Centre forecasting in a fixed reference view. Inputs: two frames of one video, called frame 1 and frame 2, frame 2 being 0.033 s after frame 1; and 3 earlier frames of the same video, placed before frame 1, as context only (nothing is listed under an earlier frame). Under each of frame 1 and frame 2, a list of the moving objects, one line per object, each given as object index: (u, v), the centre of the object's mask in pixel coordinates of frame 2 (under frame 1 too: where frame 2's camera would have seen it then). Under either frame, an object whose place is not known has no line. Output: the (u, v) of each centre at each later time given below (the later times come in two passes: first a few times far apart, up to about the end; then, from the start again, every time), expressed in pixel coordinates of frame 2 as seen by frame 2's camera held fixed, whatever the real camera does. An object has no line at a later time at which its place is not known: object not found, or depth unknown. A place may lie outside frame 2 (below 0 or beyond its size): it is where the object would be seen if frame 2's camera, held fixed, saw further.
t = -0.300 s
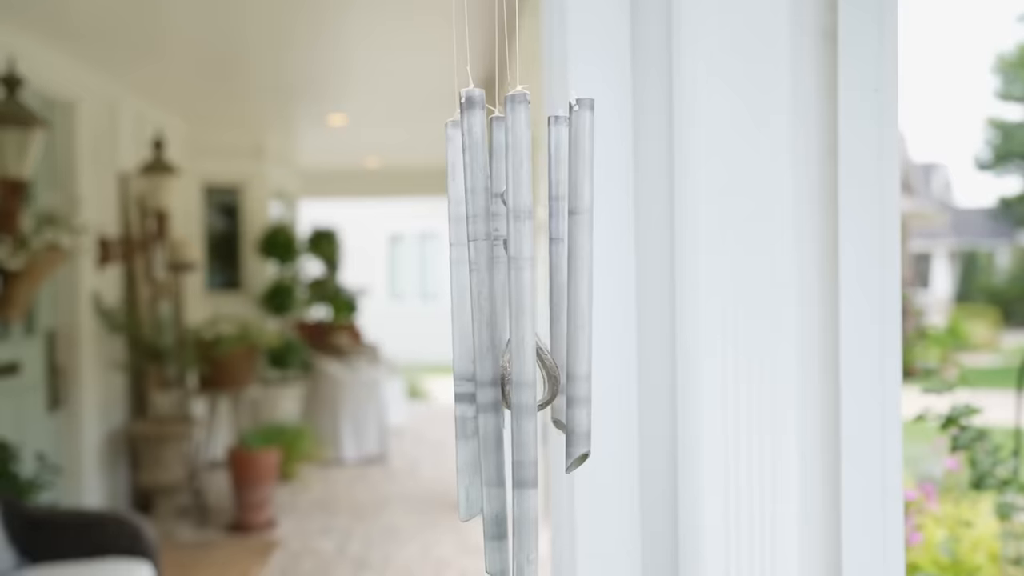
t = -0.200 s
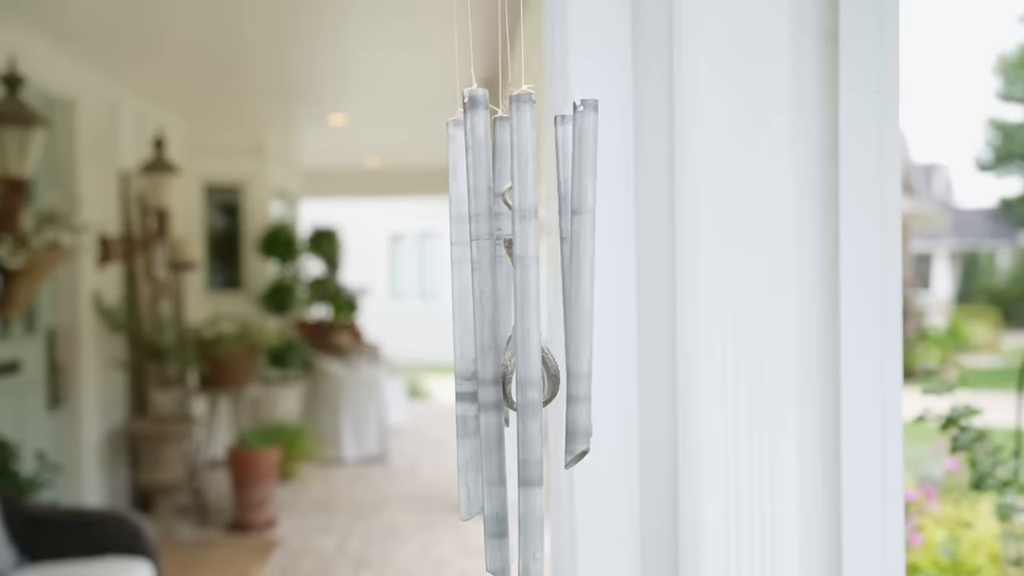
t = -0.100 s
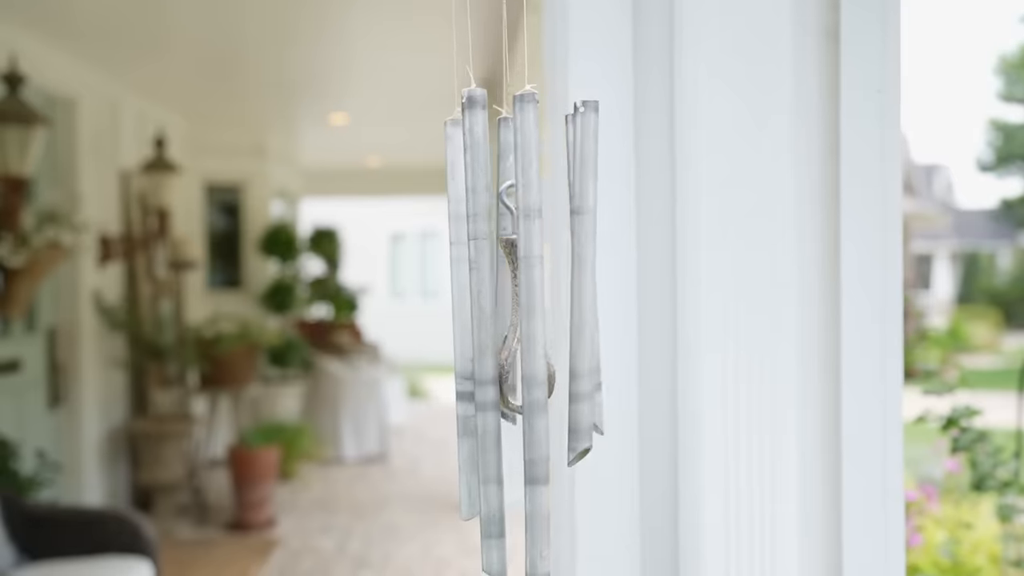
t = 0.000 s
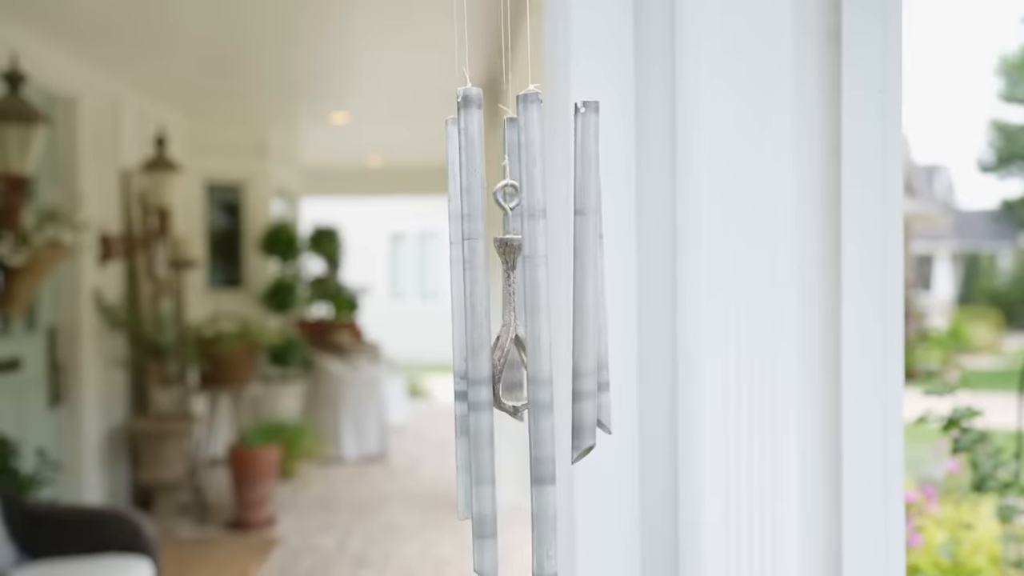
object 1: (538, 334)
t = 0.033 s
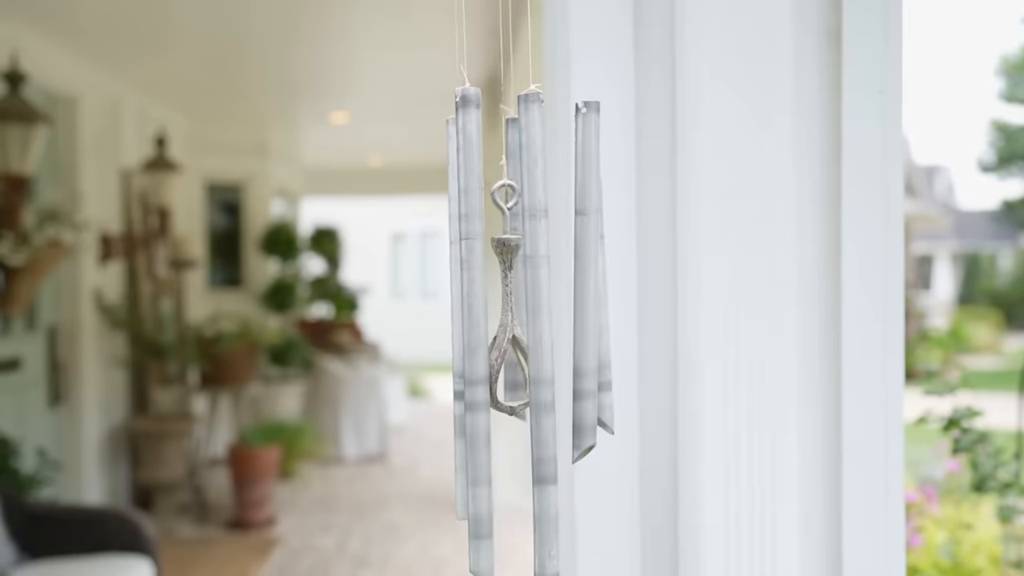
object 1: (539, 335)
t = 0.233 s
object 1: (541, 334)
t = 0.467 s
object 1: (533, 331)
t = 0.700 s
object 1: (515, 333)
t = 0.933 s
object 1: (500, 333)
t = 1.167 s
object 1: (501, 332)
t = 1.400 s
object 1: (519, 335)
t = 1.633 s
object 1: (539, 340)
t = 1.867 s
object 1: (545, 338)
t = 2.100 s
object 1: (533, 340)
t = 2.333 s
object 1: (510, 337)
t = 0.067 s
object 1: (540, 334)
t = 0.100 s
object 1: (541, 335)
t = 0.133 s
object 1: (542, 335)
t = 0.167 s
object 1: (542, 335)
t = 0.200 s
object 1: (542, 335)
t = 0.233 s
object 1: (541, 334)
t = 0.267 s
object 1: (541, 333)
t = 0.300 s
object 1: (541, 333)
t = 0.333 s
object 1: (540, 335)
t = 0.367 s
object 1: (539, 333)
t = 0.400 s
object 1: (537, 335)
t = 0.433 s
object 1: (535, 333)
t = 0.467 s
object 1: (533, 331)
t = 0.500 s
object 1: (532, 329)
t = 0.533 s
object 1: (529, 331)
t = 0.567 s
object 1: (526, 332)
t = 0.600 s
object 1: (523, 333)
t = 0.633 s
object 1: (520, 332)
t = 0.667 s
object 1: (518, 332)
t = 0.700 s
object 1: (515, 333)
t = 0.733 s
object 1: (512, 332)
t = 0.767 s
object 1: (509, 331)
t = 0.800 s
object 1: (507, 333)
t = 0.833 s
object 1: (505, 332)
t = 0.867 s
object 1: (503, 333)
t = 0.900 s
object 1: (502, 334)
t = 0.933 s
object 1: (500, 333)
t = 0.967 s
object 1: (500, 331)
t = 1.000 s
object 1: (499, 333)
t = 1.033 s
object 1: (499, 333)
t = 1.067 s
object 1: (499, 333)
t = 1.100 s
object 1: (499, 333)
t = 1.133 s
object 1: (500, 333)
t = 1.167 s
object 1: (501, 332)
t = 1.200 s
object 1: (503, 333)
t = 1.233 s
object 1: (505, 334)
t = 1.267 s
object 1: (508, 334)
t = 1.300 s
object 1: (511, 335)
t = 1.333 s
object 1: (513, 335)
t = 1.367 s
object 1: (516, 335)
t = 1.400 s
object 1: (519, 335)
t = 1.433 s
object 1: (522, 335)
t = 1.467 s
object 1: (525, 338)
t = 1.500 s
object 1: (528, 337)
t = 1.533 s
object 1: (531, 341)
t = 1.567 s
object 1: (534, 341)
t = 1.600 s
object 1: (537, 341)
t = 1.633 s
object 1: (539, 340)
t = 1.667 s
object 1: (541, 340)
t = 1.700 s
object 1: (543, 340)
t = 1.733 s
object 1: (544, 342)
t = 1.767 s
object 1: (545, 341)
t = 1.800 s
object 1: (545, 342)
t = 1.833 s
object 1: (545, 341)
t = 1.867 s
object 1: (545, 338)
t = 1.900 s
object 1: (544, 336)
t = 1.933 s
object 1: (543, 337)
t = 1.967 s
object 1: (542, 338)
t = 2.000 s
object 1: (540, 340)
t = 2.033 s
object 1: (538, 342)
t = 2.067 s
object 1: (535, 342)
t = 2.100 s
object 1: (533, 340)
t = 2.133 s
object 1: (530, 339)
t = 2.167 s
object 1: (527, 339)
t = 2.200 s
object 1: (524, 339)
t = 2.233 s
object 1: (520, 339)
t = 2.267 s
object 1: (515, 338)
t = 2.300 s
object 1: (512, 337)
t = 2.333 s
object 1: (510, 337)
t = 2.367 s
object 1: (506, 337)
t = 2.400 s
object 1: (503, 336)
